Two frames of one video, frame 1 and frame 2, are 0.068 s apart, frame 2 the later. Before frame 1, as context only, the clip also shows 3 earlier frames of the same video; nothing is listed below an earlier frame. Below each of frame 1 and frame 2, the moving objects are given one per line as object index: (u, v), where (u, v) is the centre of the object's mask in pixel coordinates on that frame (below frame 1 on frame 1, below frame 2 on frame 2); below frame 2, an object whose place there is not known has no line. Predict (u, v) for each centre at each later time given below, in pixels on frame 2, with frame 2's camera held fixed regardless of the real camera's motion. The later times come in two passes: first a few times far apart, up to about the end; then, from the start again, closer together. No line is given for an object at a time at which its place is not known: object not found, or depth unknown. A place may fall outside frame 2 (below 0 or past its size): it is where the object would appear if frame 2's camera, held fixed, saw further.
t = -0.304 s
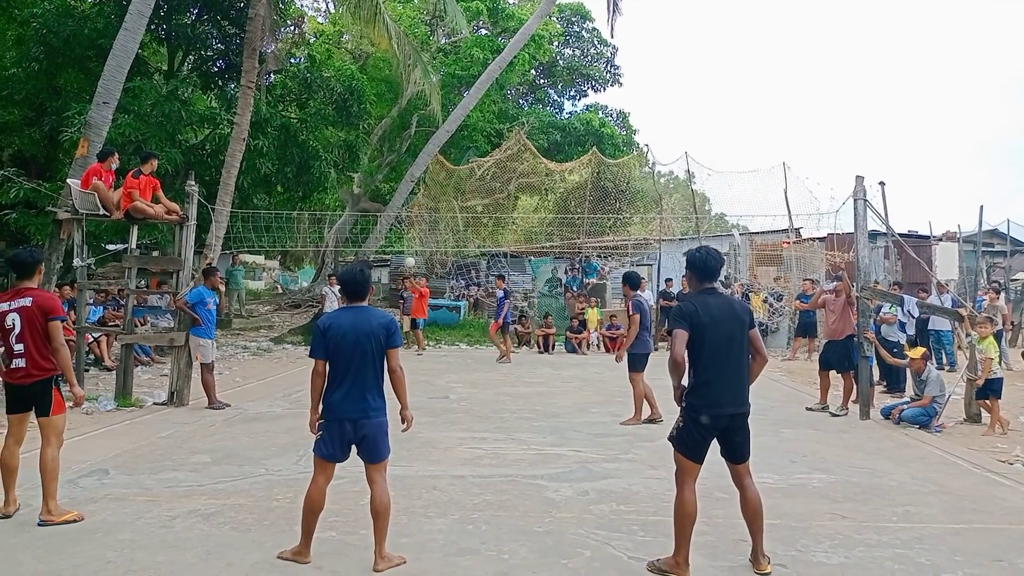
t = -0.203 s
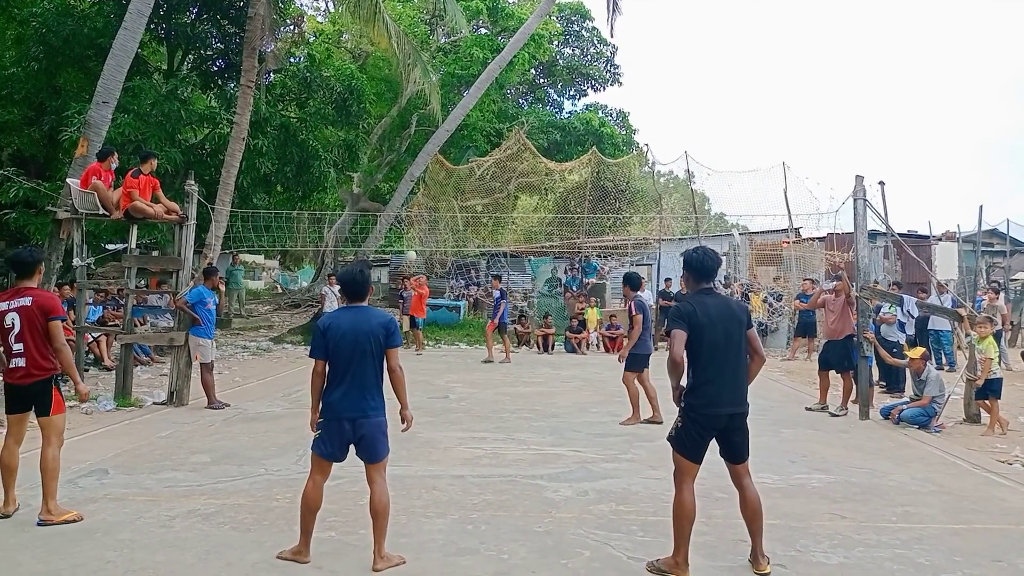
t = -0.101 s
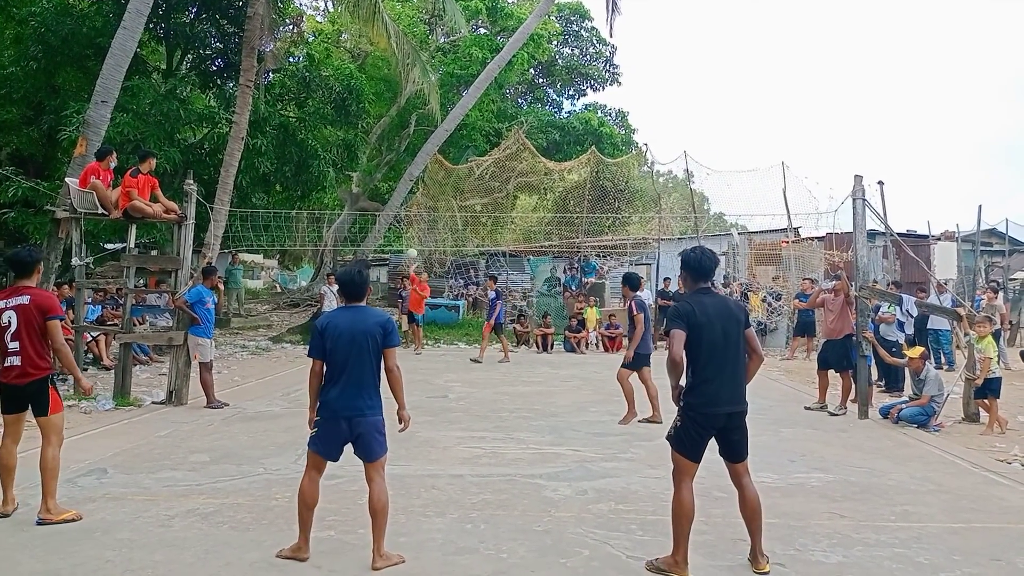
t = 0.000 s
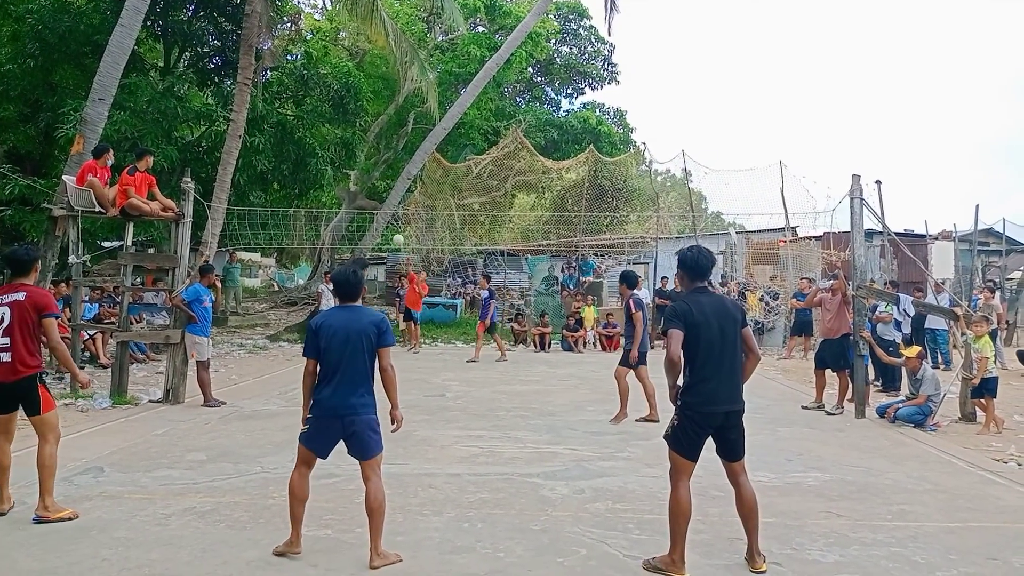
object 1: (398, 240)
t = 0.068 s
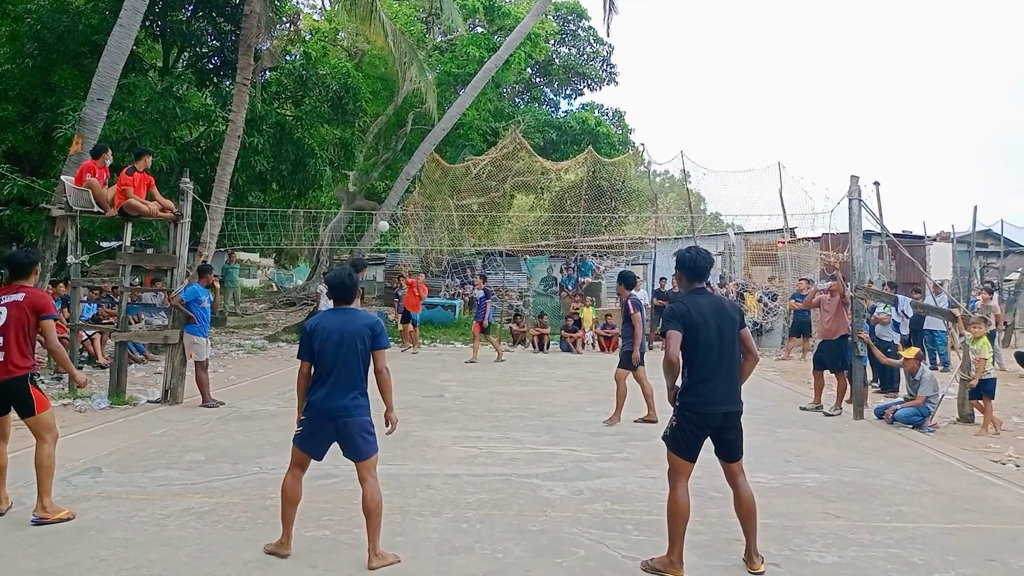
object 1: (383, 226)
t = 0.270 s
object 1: (335, 191)
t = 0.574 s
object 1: (219, 165)
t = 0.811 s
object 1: (55, 201)
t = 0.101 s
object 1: (376, 220)
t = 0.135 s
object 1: (368, 213)
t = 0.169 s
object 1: (361, 207)
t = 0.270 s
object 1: (335, 191)
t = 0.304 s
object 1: (325, 186)
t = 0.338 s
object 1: (315, 182)
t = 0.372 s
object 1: (304, 178)
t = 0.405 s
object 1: (292, 174)
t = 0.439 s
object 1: (280, 171)
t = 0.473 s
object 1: (266, 168)
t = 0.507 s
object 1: (252, 166)
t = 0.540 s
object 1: (237, 165)
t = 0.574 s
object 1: (219, 165)
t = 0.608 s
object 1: (201, 166)
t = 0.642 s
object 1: (182, 167)
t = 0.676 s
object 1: (161, 170)
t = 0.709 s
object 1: (138, 175)
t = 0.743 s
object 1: (113, 180)
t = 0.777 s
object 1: (85, 189)
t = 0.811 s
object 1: (55, 201)
